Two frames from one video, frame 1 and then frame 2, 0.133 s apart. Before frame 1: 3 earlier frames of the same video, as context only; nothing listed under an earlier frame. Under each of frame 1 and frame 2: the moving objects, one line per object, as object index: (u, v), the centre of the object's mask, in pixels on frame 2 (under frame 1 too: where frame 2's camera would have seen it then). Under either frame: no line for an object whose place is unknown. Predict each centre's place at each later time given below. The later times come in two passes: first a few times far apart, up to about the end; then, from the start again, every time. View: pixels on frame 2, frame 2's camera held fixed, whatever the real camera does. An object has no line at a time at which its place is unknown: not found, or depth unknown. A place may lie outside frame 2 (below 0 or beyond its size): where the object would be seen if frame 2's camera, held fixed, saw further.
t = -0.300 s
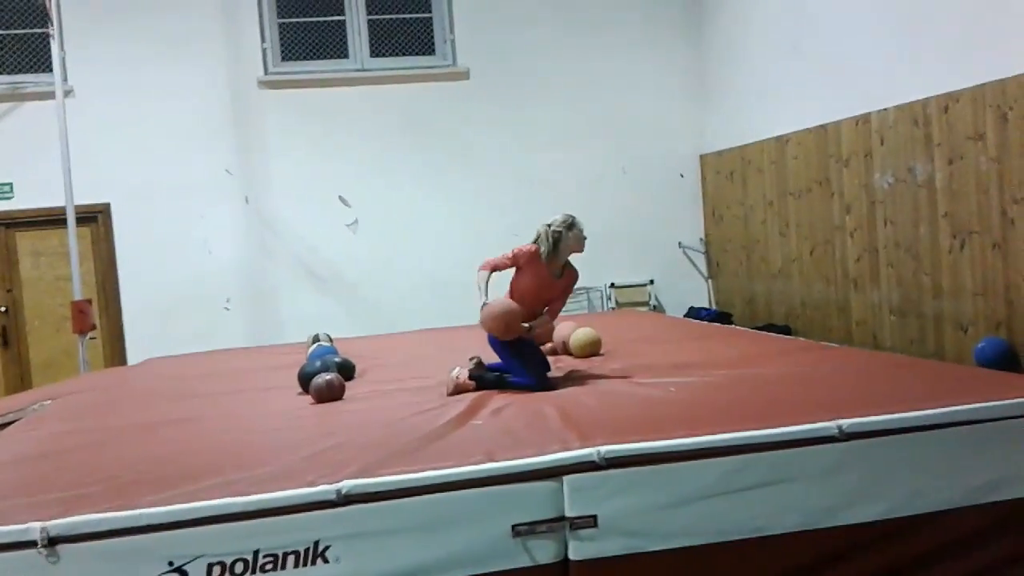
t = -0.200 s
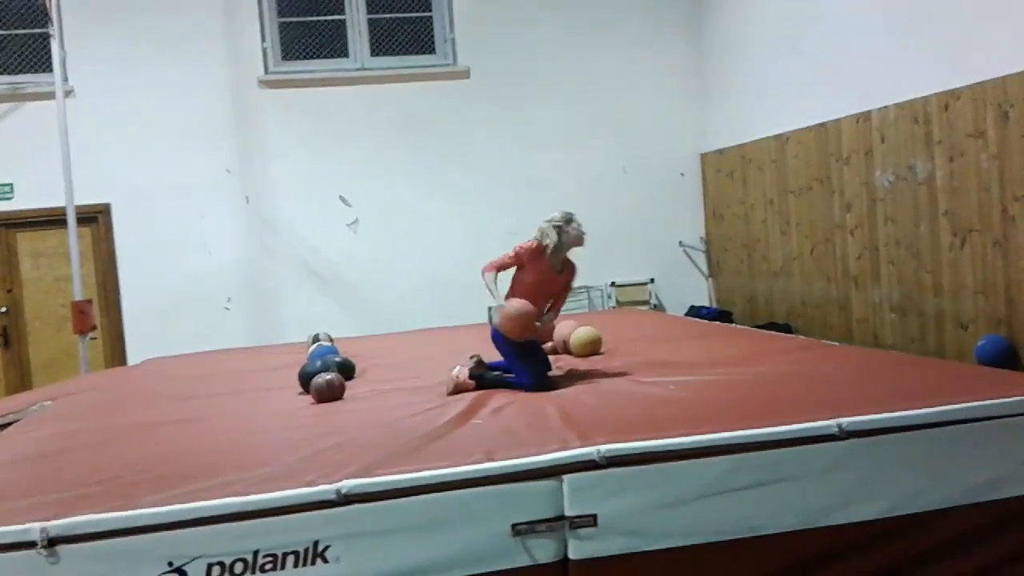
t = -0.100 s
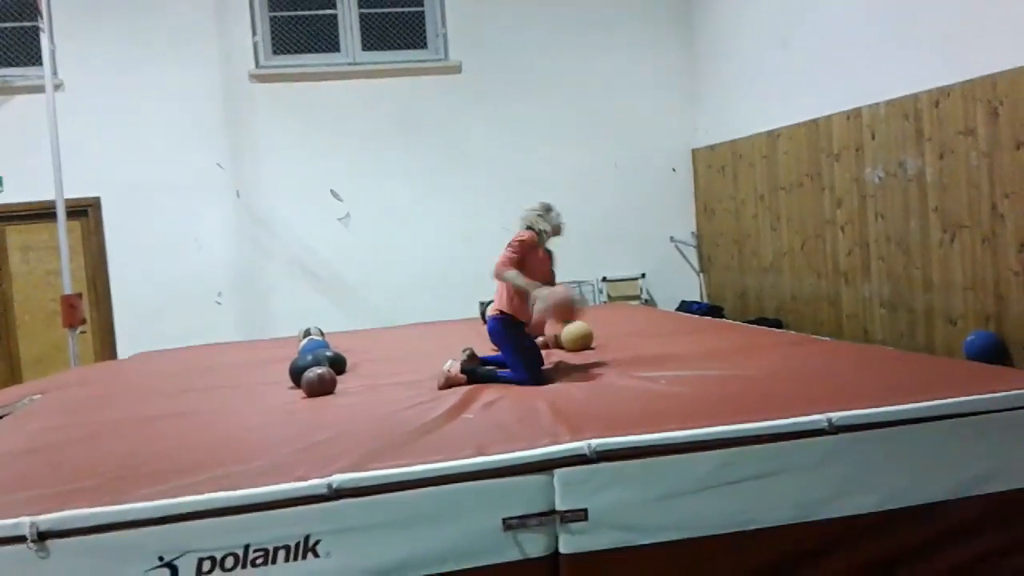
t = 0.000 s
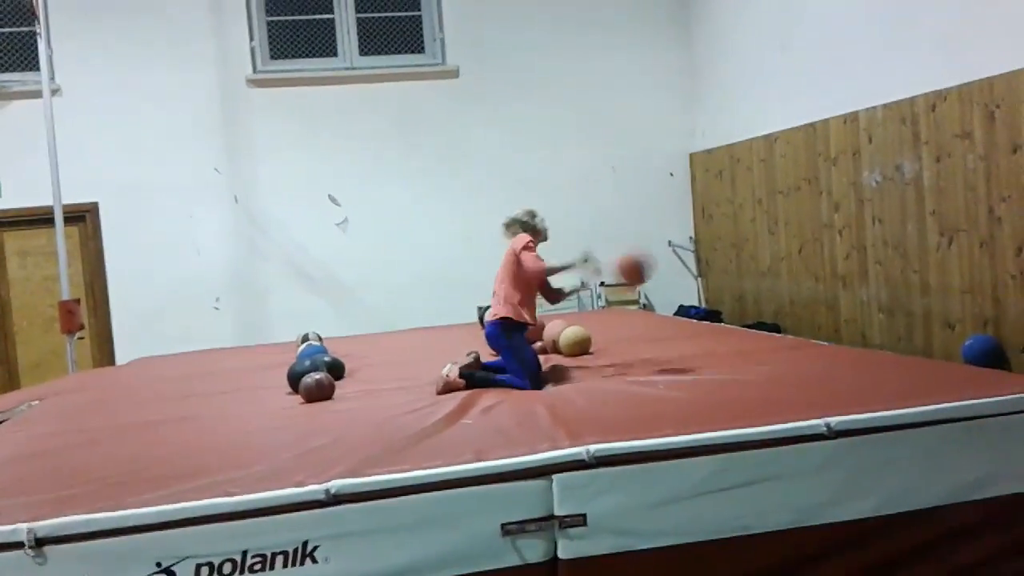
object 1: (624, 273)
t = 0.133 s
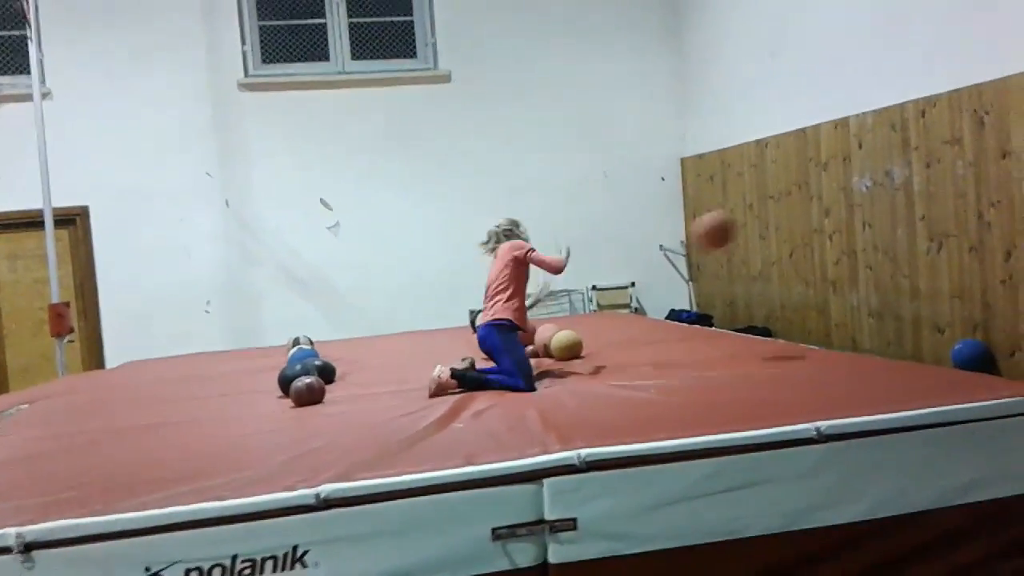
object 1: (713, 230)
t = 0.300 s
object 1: (820, 220)
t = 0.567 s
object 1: (904, 272)
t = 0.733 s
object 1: (839, 332)
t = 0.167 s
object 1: (735, 225)
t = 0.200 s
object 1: (758, 221)
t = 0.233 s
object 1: (778, 219)
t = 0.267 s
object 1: (799, 219)
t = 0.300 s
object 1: (820, 220)
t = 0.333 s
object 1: (841, 223)
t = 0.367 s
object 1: (860, 229)
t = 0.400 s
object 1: (881, 235)
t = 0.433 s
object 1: (898, 241)
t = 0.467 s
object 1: (918, 250)
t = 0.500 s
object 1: (933, 259)
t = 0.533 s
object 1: (917, 265)
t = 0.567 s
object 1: (904, 272)
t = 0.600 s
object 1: (891, 280)
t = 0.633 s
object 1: (878, 292)
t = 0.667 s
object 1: (865, 303)
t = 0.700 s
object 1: (853, 315)
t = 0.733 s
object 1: (839, 332)
